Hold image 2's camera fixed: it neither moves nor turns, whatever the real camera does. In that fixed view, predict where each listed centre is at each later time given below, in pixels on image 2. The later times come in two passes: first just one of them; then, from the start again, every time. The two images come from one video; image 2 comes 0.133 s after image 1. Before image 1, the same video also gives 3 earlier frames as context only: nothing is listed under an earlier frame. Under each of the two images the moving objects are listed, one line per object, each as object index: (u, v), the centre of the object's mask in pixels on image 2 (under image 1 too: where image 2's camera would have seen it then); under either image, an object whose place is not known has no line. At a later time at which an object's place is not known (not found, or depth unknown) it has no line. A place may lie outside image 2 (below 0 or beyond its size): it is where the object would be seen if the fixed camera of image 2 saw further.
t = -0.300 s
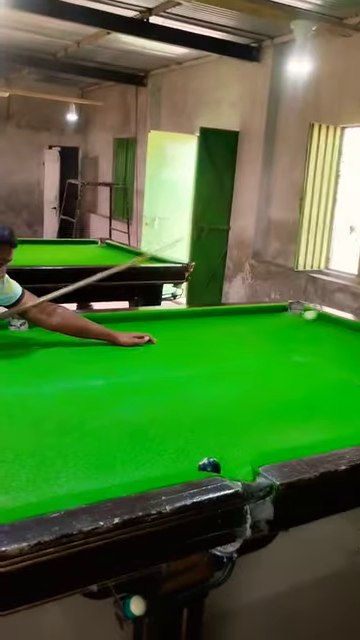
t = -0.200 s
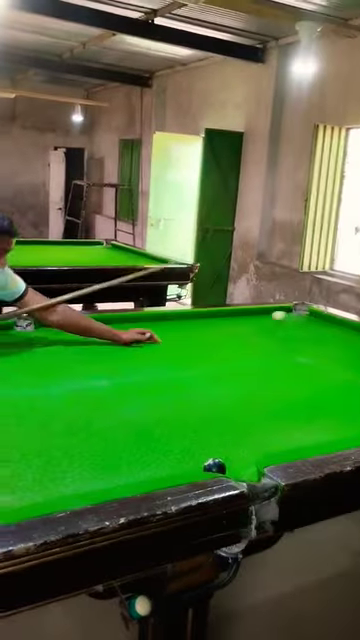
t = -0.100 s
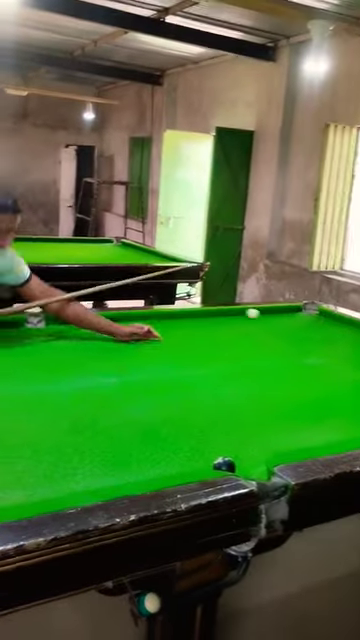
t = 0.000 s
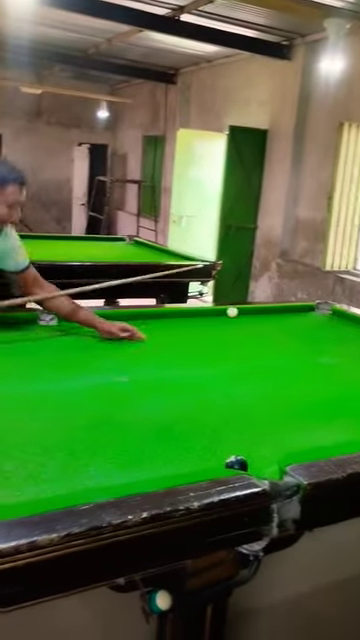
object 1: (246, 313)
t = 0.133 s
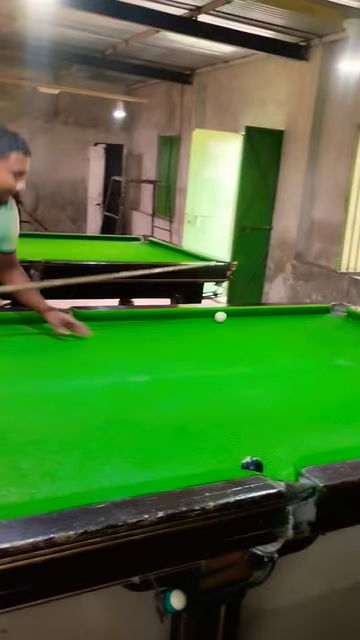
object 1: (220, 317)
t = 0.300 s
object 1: (184, 321)
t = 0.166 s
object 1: (213, 318)
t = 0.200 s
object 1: (206, 318)
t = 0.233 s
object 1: (199, 320)
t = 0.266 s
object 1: (192, 321)
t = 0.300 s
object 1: (184, 321)
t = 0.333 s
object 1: (176, 323)
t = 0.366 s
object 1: (169, 324)
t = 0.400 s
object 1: (161, 325)
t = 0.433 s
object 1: (153, 326)
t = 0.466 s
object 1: (145, 327)
